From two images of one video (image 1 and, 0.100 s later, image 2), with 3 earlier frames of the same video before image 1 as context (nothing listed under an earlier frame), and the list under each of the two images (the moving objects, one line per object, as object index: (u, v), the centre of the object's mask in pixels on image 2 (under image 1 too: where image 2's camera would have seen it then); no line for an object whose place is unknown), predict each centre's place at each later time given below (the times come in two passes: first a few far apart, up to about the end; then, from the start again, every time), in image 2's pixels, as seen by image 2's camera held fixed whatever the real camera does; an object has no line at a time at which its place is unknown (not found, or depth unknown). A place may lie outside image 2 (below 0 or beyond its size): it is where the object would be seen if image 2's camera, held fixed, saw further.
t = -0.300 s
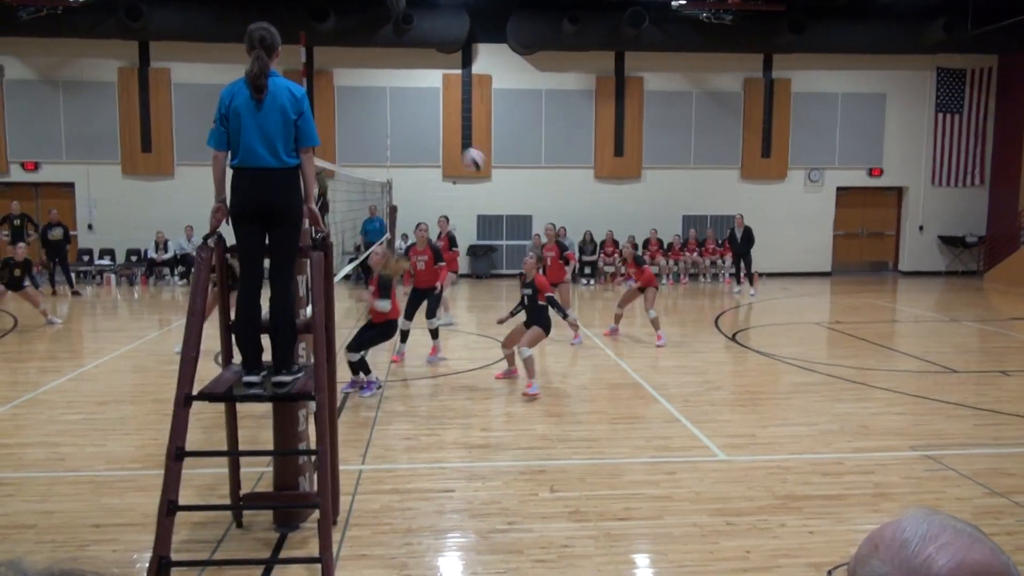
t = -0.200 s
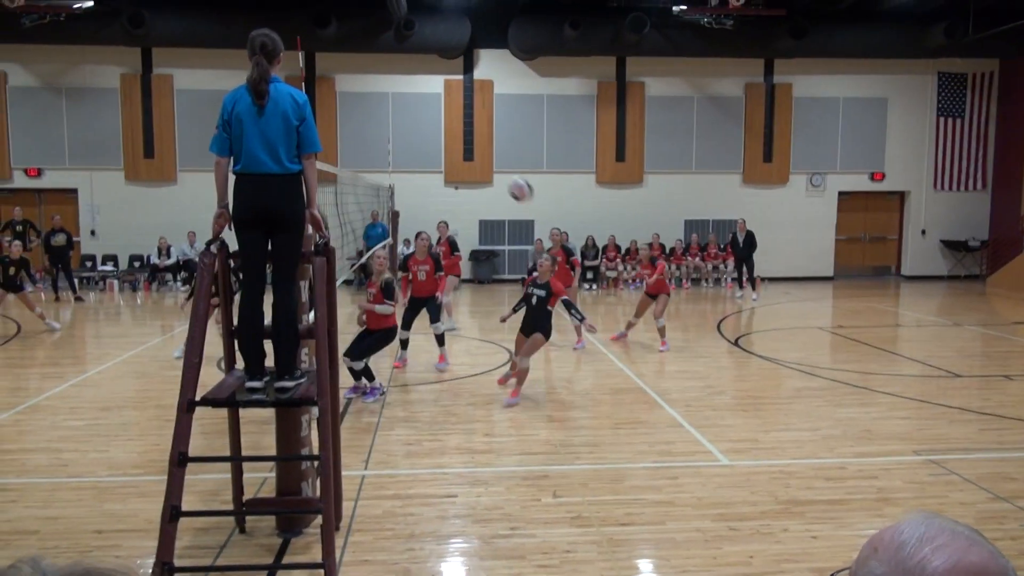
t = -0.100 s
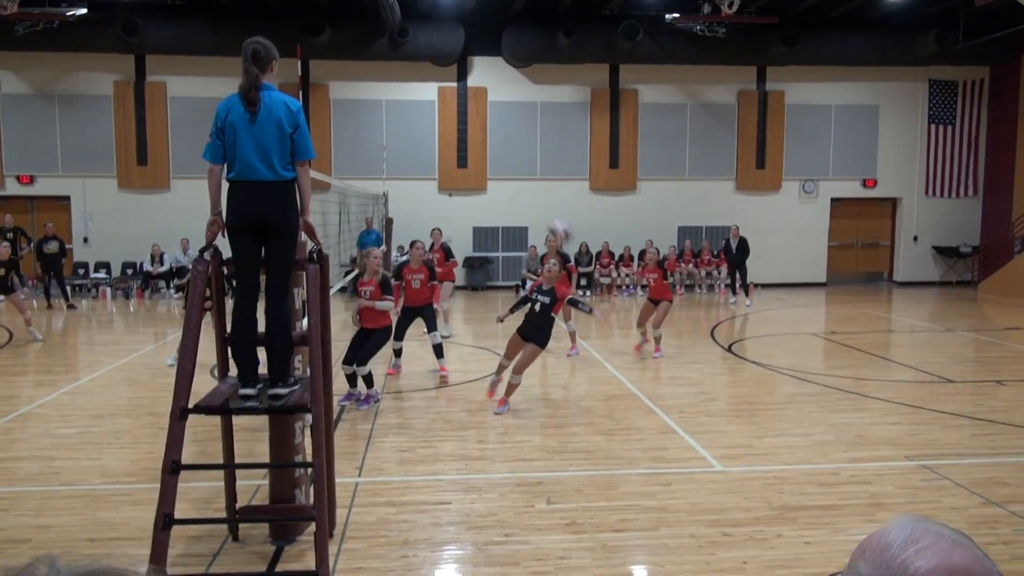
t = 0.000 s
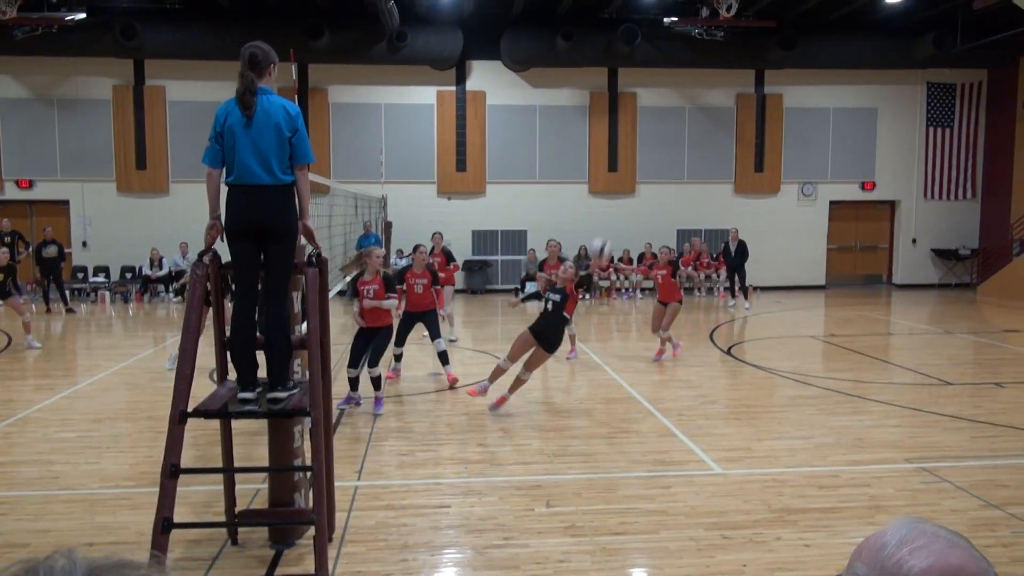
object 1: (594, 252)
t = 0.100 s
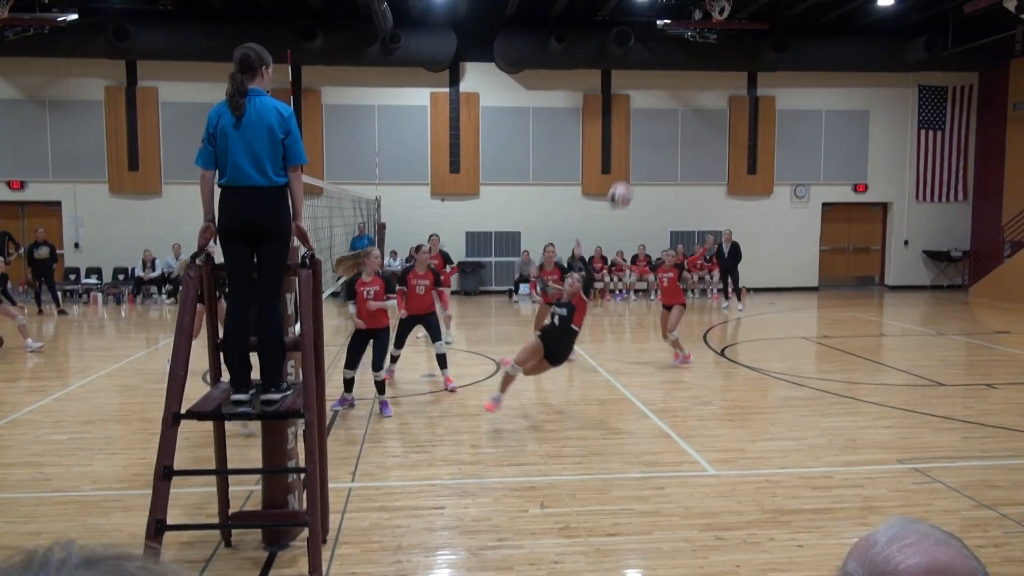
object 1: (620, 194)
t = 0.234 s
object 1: (653, 139)
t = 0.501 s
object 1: (713, 92)
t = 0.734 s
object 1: (759, 113)
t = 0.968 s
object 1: (799, 186)
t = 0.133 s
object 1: (628, 178)
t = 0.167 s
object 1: (636, 164)
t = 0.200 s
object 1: (644, 151)
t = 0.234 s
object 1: (653, 139)
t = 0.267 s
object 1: (661, 129)
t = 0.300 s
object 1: (669, 120)
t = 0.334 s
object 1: (677, 112)
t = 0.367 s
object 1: (684, 105)
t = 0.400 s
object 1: (691, 100)
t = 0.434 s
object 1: (698, 96)
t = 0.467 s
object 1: (706, 93)
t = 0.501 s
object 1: (713, 92)
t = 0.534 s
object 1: (720, 91)
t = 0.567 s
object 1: (727, 93)
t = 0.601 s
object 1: (734, 94)
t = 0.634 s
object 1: (742, 97)
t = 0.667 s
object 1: (747, 101)
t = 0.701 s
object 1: (752, 106)
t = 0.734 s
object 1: (759, 113)
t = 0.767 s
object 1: (765, 120)
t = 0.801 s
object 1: (770, 128)
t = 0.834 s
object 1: (776, 138)
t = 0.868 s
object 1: (783, 149)
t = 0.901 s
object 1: (788, 161)
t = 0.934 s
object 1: (794, 171)
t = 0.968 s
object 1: (799, 186)
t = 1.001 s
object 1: (803, 198)
